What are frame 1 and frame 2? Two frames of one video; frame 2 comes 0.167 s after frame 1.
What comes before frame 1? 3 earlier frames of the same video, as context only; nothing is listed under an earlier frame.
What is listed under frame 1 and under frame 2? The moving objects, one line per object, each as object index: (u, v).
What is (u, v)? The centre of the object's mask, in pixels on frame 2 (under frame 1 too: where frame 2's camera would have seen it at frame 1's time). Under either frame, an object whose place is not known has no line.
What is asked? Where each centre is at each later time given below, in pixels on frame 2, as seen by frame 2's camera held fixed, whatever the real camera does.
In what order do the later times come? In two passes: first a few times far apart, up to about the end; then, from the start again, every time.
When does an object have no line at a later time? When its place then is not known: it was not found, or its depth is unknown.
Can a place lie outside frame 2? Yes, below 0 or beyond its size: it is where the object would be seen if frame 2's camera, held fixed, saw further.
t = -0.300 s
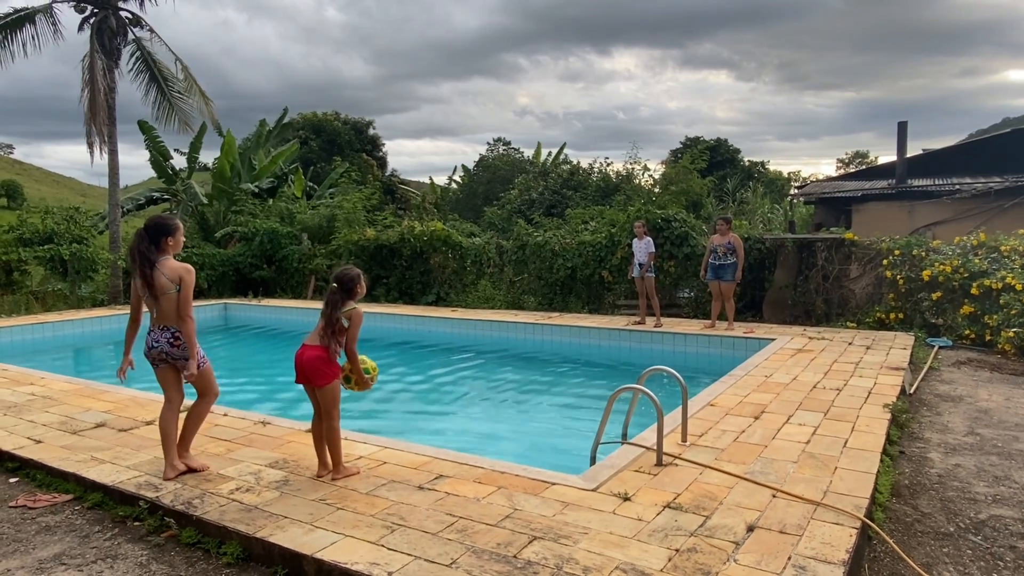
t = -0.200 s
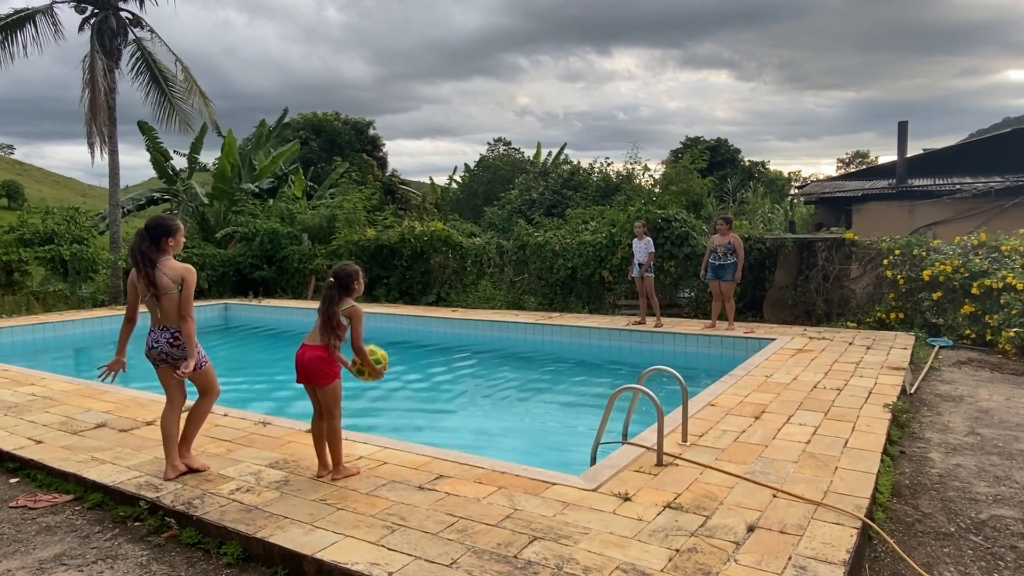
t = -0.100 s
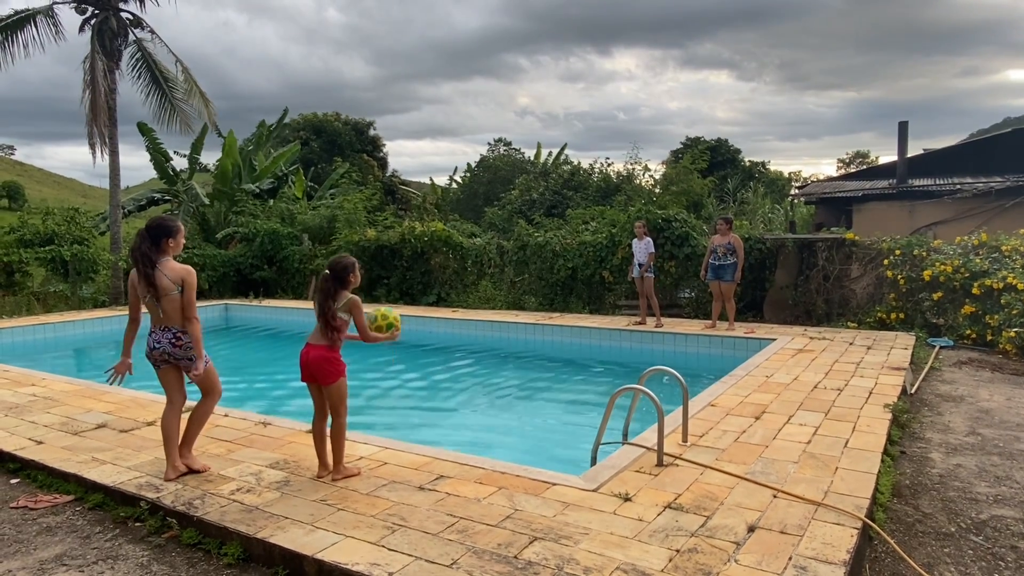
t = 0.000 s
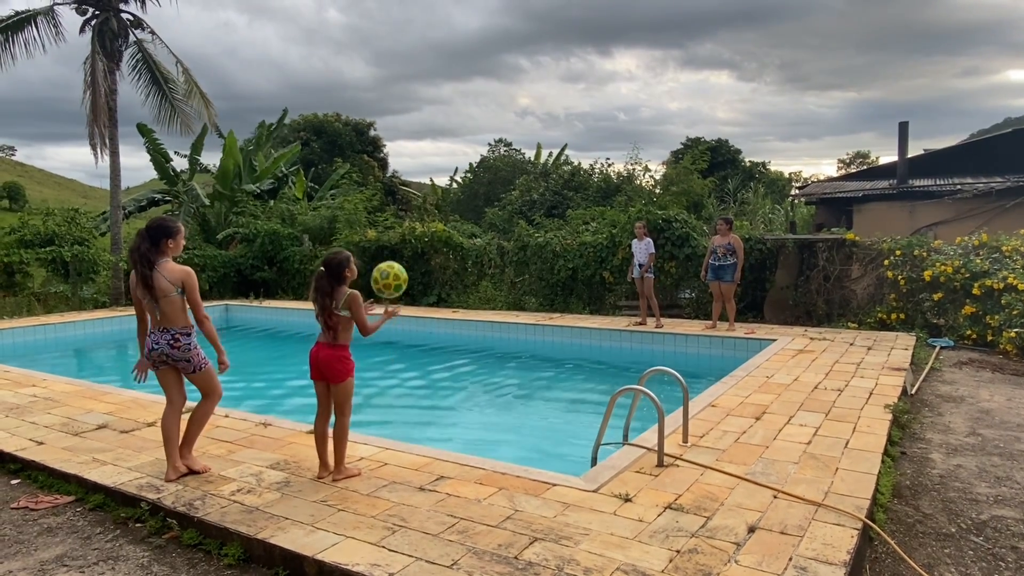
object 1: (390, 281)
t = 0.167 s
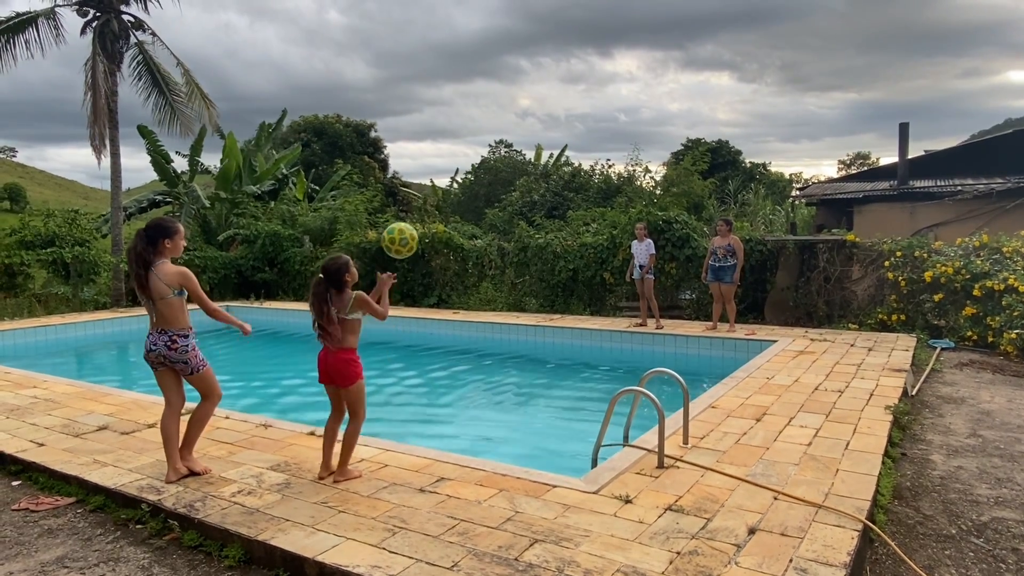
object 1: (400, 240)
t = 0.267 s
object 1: (407, 237)
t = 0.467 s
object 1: (423, 278)
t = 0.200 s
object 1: (402, 237)
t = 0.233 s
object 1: (405, 236)
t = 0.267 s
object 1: (407, 237)
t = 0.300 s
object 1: (410, 240)
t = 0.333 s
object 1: (412, 244)
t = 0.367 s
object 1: (415, 250)
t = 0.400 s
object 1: (417, 258)
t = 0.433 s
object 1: (420, 267)
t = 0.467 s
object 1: (423, 278)
